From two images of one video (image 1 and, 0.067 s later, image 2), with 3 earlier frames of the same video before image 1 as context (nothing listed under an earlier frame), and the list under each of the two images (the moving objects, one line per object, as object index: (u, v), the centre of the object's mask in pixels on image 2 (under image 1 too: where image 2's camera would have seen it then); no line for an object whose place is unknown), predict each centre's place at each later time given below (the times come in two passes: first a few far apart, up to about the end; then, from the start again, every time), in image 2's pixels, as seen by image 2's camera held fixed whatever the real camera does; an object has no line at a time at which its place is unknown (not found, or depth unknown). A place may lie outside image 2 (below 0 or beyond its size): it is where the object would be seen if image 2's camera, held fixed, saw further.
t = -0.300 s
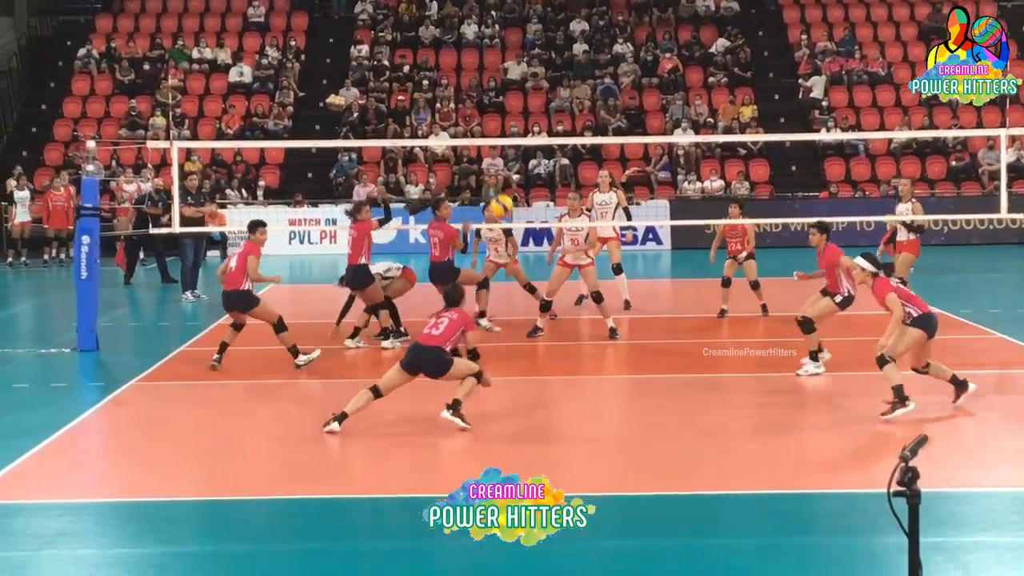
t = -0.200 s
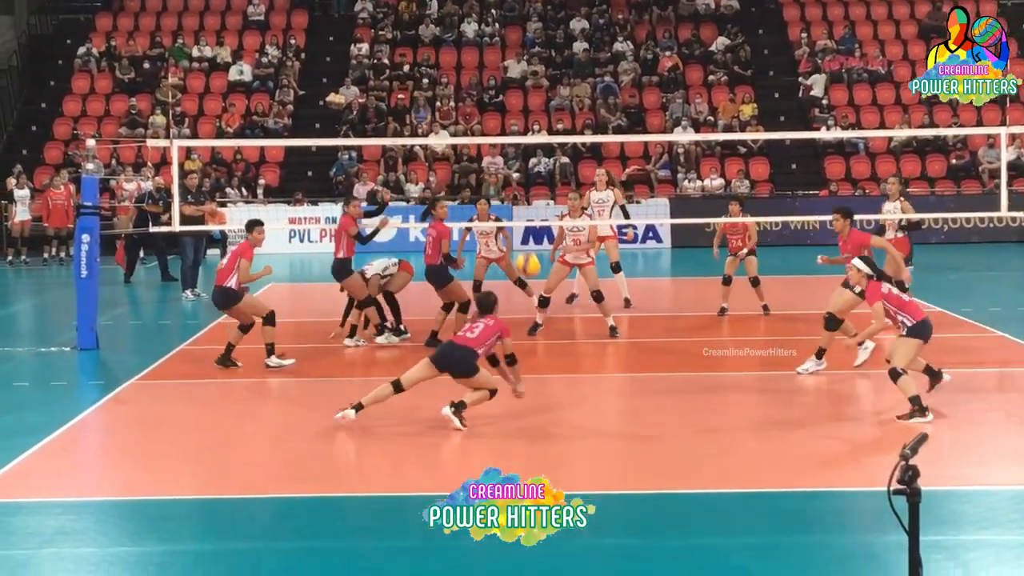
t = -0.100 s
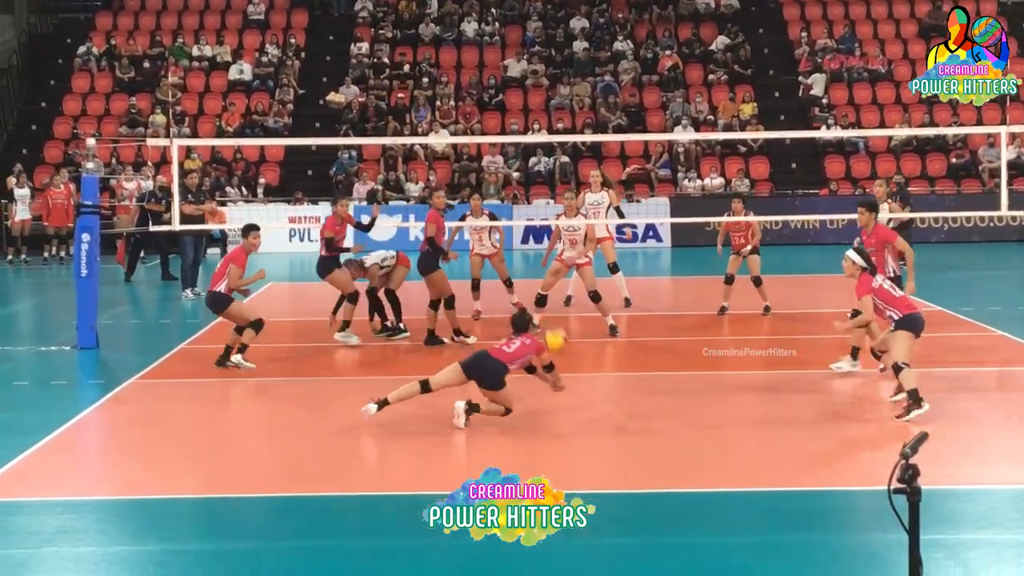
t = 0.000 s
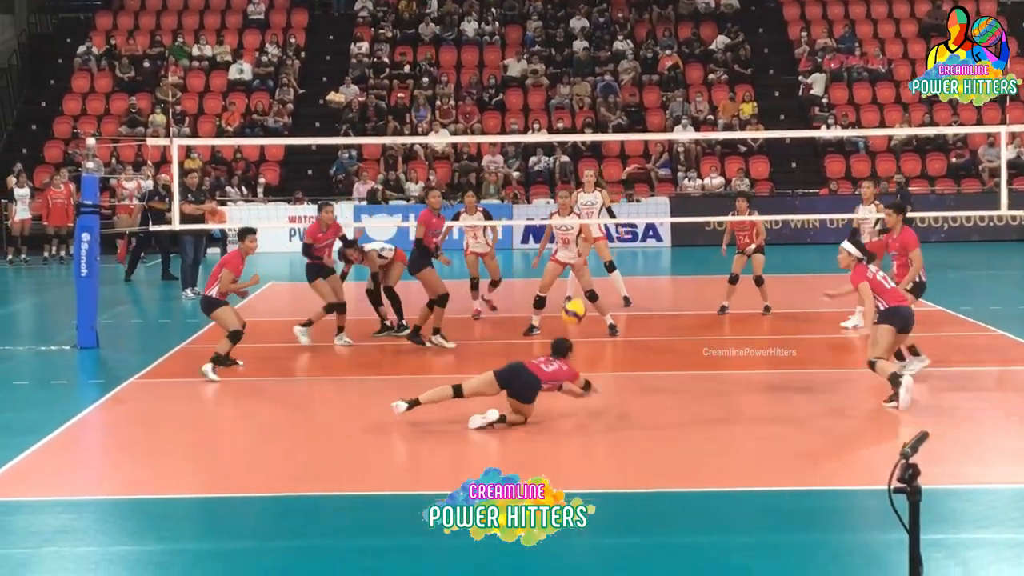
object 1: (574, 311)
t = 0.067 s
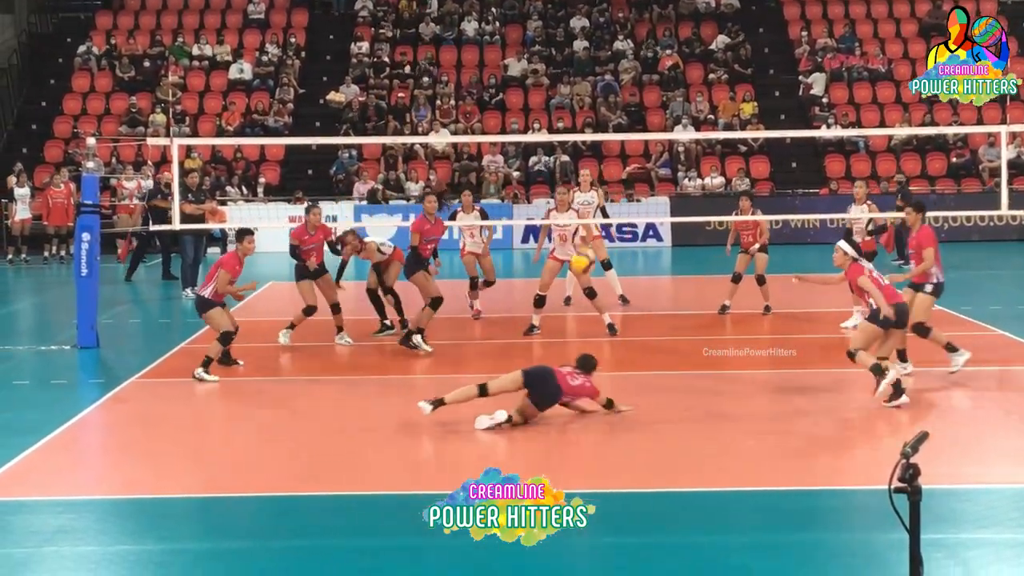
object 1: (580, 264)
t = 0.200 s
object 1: (599, 178)
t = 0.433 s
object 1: (625, 88)
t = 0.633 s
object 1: (647, 59)
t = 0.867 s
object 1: (671, 83)
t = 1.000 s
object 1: (686, 122)
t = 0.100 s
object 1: (586, 237)
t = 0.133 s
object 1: (590, 218)
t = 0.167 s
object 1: (594, 197)
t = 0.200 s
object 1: (599, 178)
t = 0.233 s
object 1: (603, 162)
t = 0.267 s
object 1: (607, 147)
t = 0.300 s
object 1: (611, 131)
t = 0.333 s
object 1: (614, 119)
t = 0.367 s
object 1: (619, 105)
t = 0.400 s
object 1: (622, 97)
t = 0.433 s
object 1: (625, 88)
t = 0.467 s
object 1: (629, 79)
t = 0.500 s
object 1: (631, 73)
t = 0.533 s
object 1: (635, 69)
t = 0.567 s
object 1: (639, 64)
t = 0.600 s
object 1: (643, 61)
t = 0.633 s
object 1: (647, 59)
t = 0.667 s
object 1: (650, 59)
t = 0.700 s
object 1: (653, 60)
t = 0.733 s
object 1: (657, 62)
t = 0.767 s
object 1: (660, 66)
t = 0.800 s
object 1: (664, 70)
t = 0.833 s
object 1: (667, 76)
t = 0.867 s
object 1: (671, 83)
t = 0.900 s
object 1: (675, 91)
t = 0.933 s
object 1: (677, 100)
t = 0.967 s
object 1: (681, 111)
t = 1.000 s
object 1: (686, 122)
